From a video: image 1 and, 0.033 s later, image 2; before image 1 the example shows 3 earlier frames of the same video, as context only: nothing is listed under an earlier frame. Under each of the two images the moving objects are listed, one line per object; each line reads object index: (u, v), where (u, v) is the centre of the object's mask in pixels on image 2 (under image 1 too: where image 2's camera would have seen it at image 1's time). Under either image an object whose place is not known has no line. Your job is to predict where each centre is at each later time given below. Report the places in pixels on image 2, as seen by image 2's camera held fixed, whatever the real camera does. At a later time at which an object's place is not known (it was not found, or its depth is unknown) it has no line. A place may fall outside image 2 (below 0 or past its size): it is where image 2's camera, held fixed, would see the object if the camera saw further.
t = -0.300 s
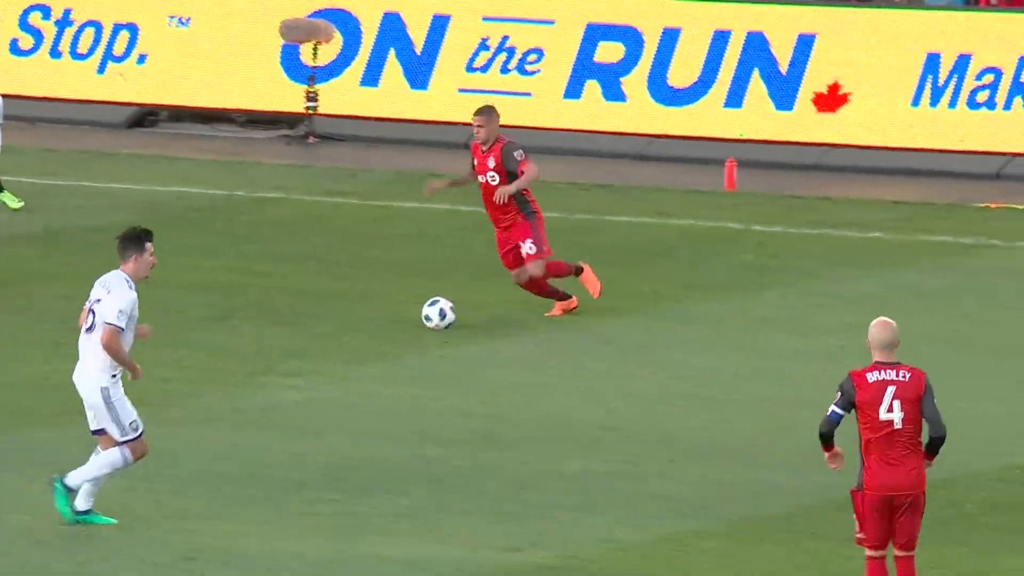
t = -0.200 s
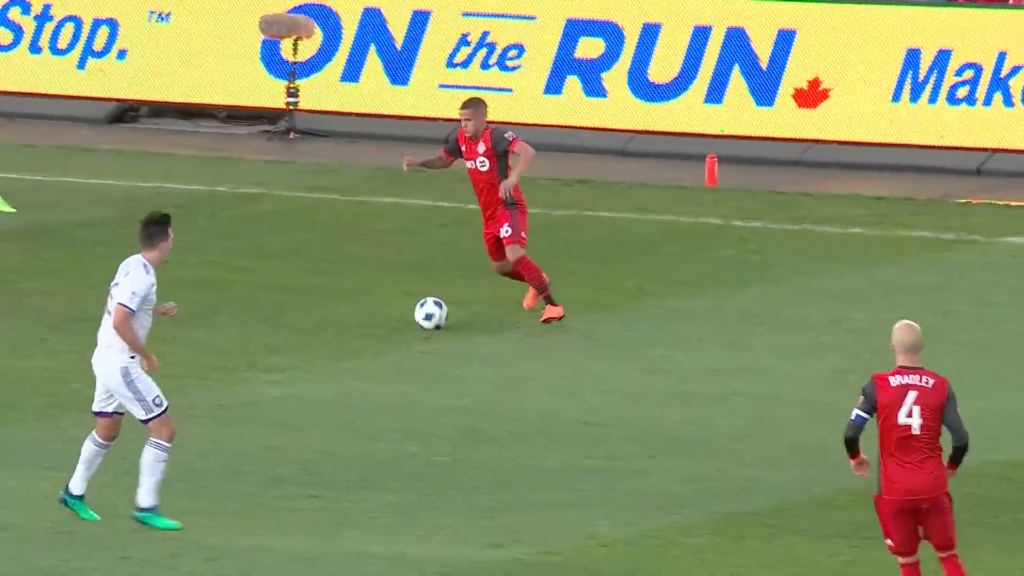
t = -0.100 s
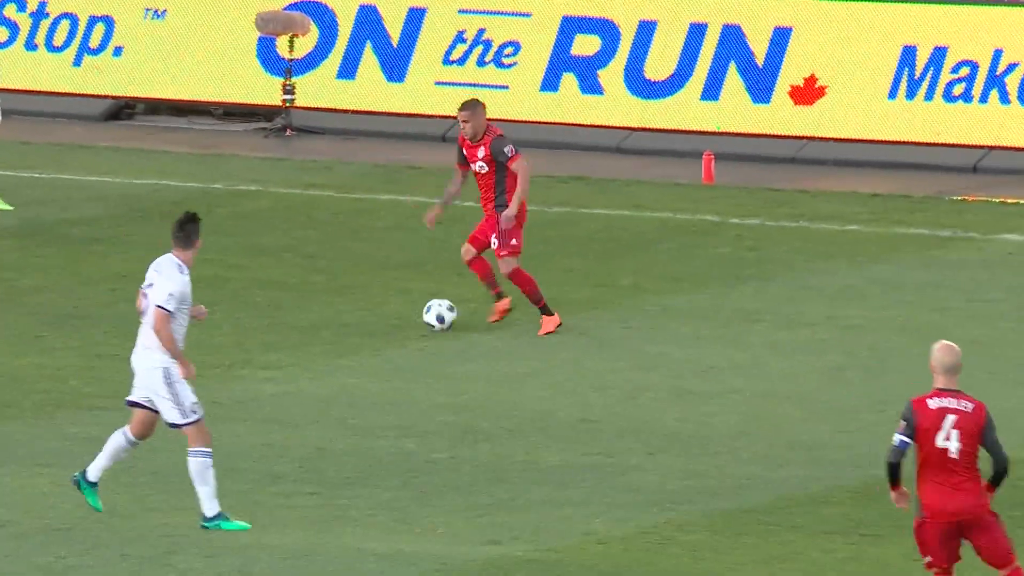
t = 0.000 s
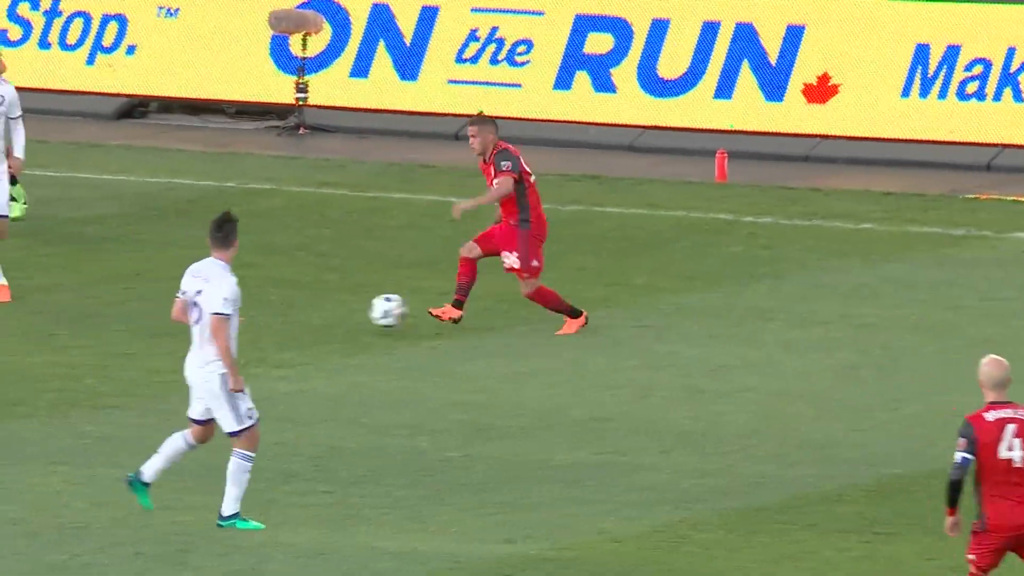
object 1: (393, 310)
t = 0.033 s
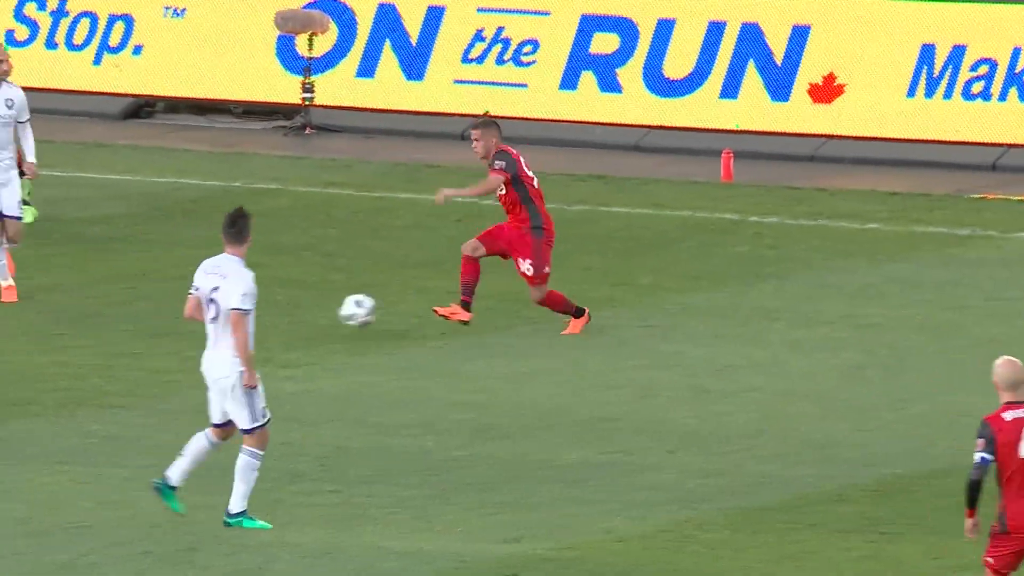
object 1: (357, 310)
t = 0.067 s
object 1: (323, 312)
